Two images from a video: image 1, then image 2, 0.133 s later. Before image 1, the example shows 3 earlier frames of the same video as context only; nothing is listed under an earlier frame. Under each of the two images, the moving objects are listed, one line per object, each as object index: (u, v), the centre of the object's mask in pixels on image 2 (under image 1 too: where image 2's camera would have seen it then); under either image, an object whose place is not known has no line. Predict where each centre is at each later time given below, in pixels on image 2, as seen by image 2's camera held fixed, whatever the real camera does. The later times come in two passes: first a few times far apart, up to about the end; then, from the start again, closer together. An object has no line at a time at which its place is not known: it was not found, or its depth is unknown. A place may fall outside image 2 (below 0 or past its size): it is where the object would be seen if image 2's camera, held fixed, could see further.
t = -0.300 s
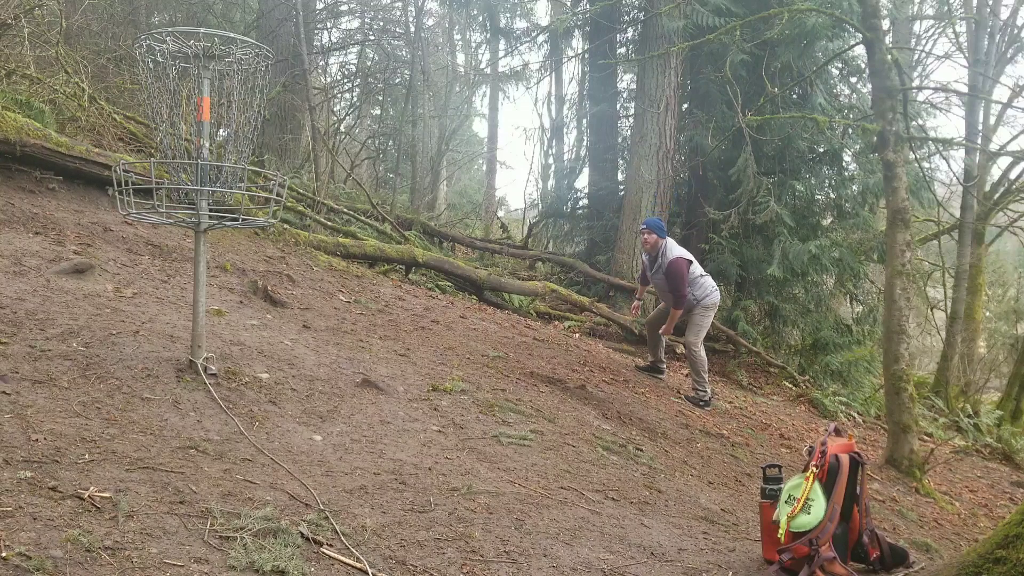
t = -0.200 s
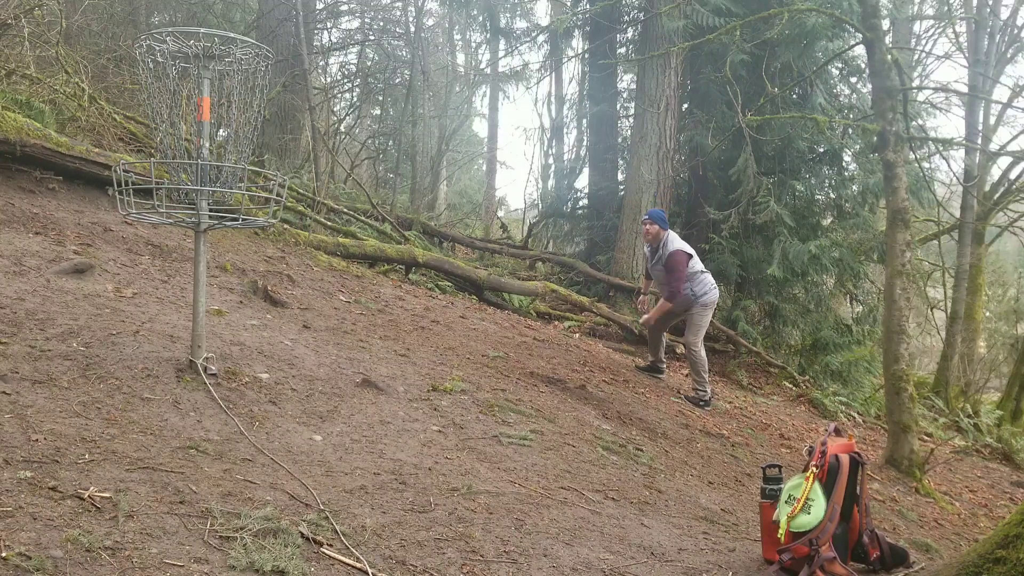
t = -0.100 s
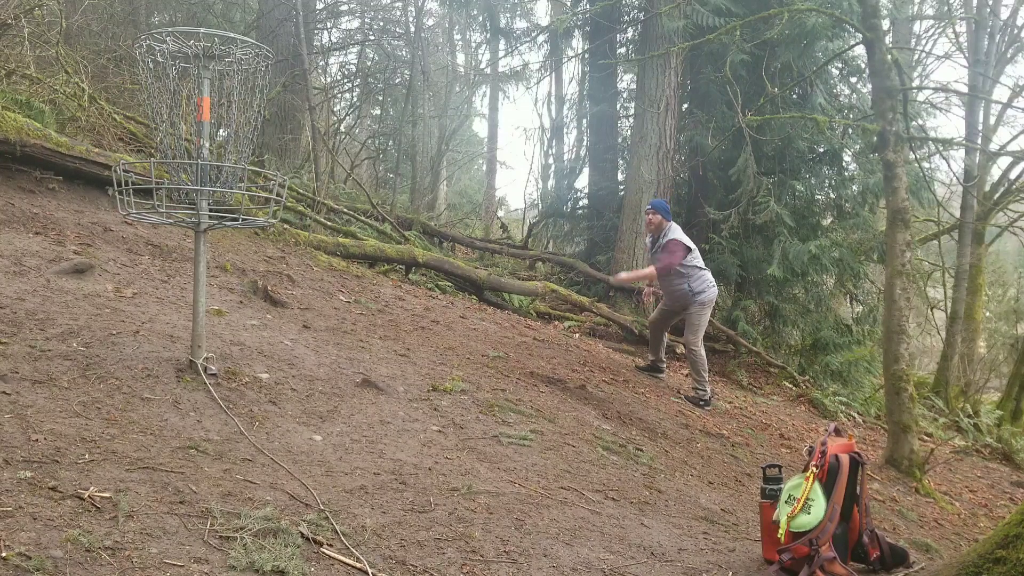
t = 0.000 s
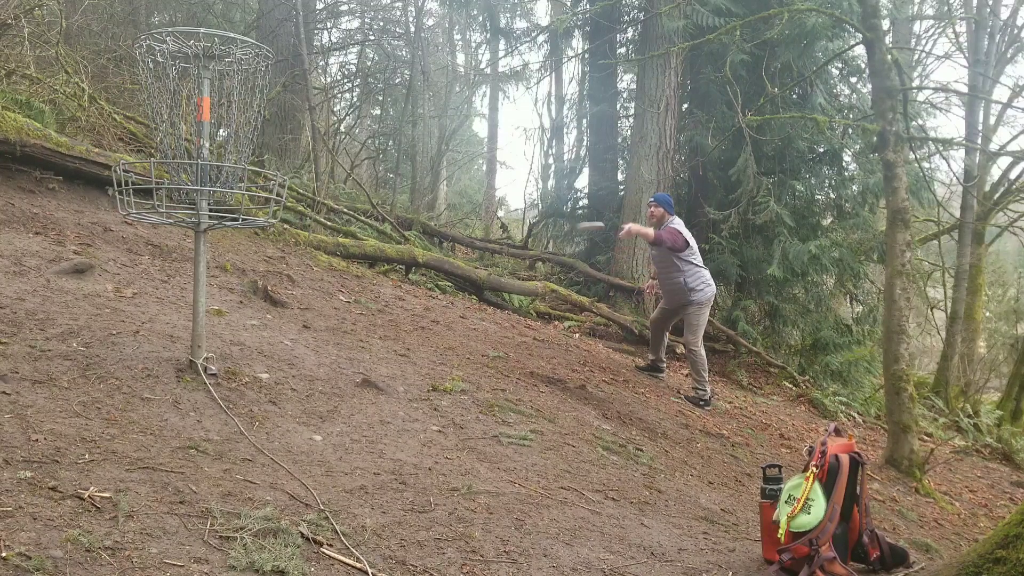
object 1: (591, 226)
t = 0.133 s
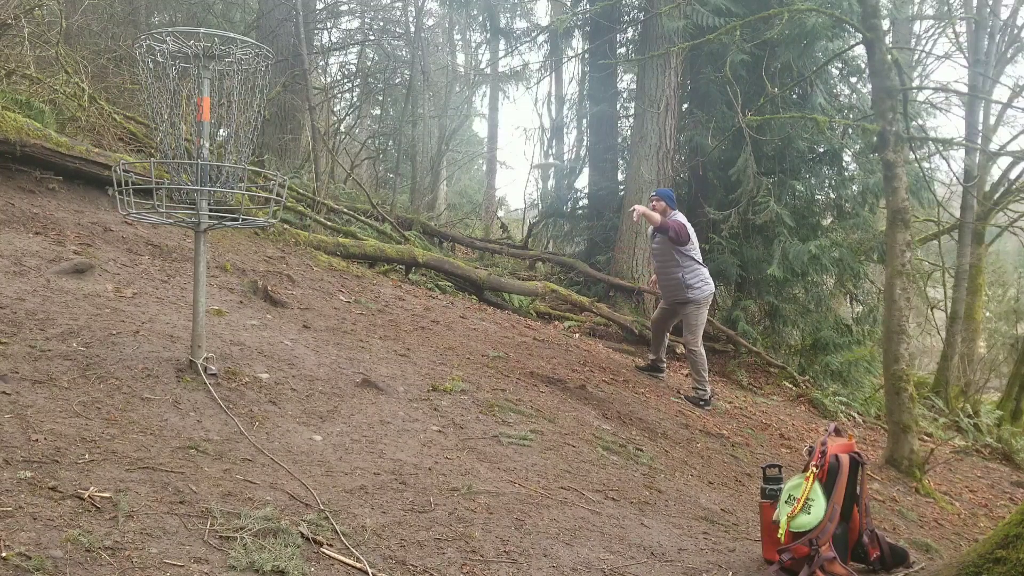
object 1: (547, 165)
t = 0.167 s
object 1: (535, 153)
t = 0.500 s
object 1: (362, 89)
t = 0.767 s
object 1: (230, 122)
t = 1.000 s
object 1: (238, 183)
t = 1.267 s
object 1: (235, 211)
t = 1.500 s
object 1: (231, 221)
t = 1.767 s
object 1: (235, 221)
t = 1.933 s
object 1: (240, 221)
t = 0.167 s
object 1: (535, 153)
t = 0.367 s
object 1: (442, 101)
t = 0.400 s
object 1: (425, 96)
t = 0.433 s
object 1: (406, 93)
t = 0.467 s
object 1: (384, 90)
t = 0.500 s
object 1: (362, 89)
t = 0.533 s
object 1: (338, 90)
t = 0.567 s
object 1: (312, 92)
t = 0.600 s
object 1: (288, 94)
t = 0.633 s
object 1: (268, 101)
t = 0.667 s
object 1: (254, 107)
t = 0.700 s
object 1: (243, 111)
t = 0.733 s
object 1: (235, 116)
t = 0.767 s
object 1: (230, 122)
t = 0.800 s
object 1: (225, 130)
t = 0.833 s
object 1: (222, 139)
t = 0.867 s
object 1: (220, 152)
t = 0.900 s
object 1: (220, 164)
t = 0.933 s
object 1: (227, 170)
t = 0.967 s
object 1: (232, 176)
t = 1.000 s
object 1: (238, 183)
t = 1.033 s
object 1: (243, 191)
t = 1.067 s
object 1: (248, 200)
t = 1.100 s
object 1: (245, 204)
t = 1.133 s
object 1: (240, 209)
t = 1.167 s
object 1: (236, 211)
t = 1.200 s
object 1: (235, 214)
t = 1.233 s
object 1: (237, 212)
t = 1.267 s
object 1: (235, 211)
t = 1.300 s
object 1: (233, 211)
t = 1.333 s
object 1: (233, 213)
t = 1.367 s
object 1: (233, 215)
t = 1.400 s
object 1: (233, 219)
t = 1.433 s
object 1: (230, 220)
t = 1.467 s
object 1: (231, 220)
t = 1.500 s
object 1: (231, 221)
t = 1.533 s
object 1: (233, 221)
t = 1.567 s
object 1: (235, 221)
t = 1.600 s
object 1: (234, 221)
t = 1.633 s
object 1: (233, 221)
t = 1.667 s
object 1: (233, 221)
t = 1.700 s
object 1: (233, 221)
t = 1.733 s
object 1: (234, 221)
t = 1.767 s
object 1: (235, 221)
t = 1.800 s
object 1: (236, 221)
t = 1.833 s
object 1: (235, 221)
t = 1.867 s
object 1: (236, 221)
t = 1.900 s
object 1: (239, 221)
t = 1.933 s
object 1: (240, 221)
